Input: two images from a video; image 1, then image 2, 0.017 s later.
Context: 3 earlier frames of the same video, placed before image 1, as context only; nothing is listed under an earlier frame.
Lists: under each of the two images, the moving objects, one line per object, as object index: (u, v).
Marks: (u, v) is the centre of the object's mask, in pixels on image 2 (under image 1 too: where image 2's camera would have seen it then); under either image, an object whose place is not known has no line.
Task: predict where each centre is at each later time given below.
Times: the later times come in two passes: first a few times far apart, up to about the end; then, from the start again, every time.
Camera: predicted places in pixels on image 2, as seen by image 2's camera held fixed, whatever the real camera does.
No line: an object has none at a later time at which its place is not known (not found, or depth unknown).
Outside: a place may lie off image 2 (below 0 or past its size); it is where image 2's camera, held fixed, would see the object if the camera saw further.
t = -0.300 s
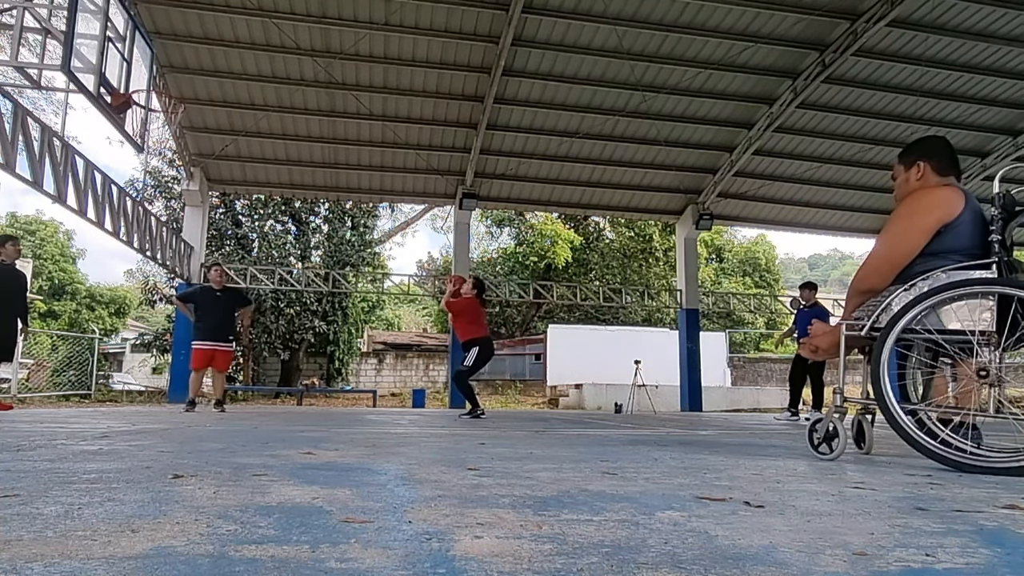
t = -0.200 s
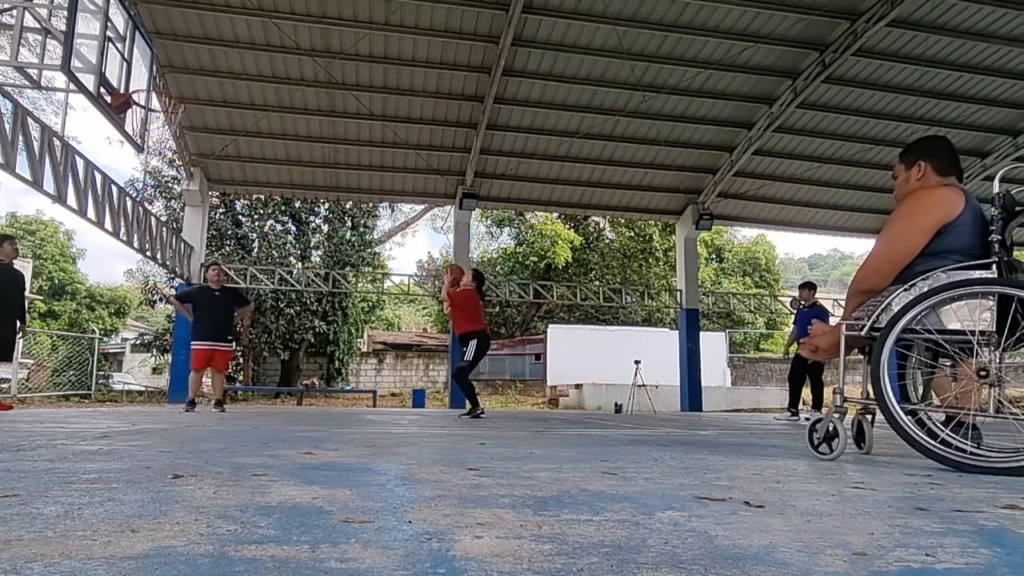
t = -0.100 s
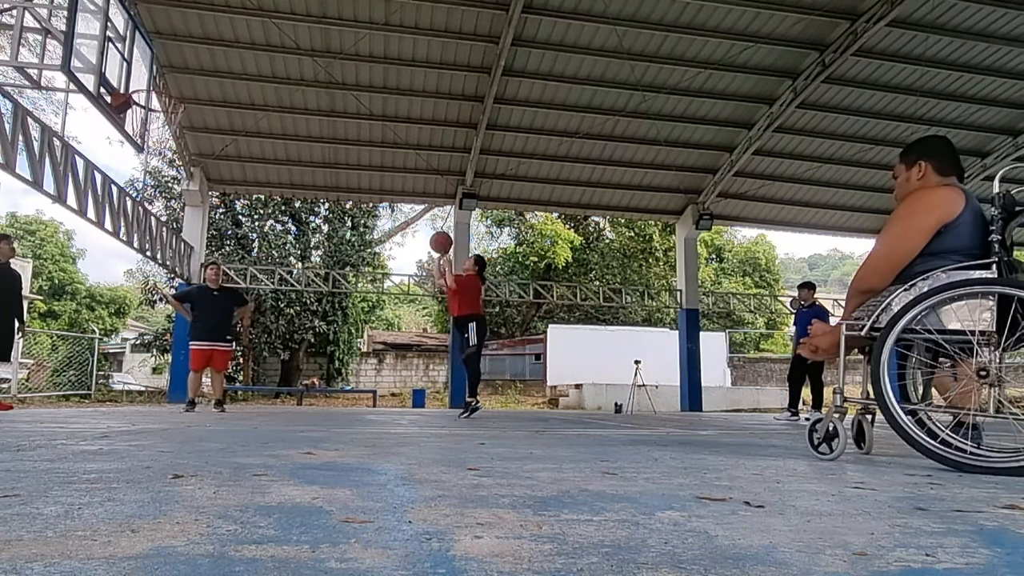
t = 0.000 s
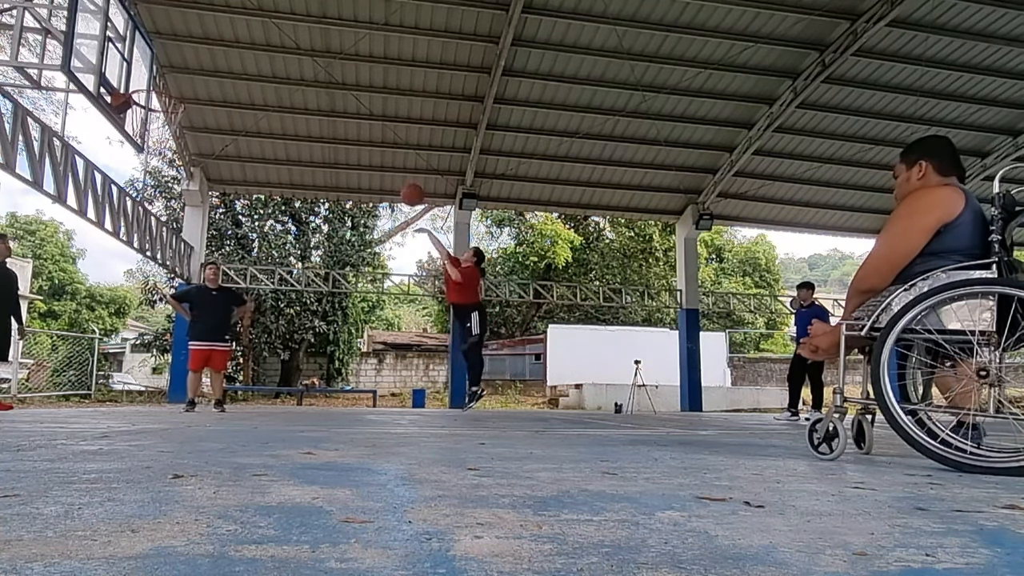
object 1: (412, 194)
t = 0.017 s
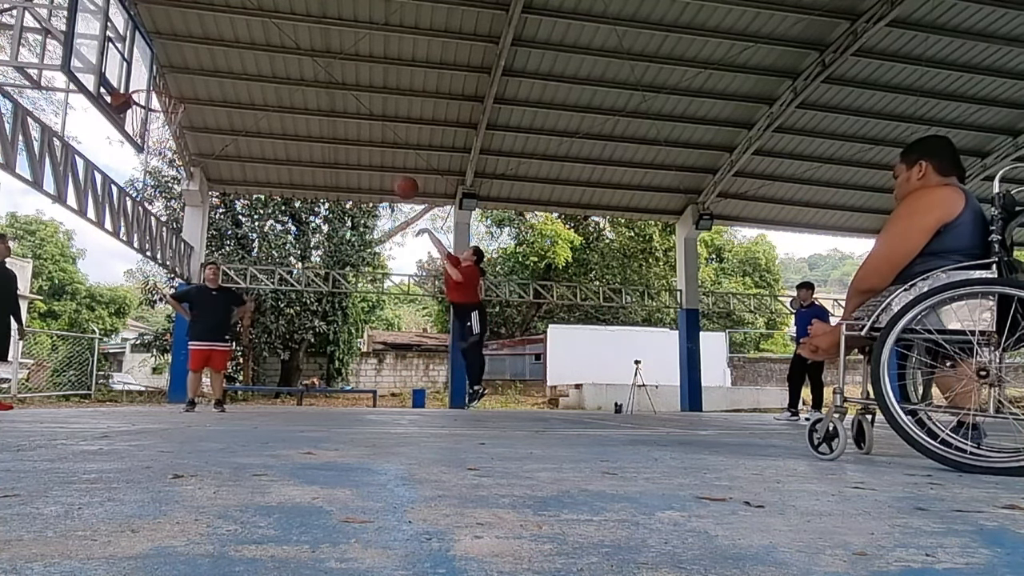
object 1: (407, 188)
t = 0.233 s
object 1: (333, 117)
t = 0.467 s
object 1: (250, 87)
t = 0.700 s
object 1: (178, 92)
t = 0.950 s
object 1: (151, 98)
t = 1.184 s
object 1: (158, 117)
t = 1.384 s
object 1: (162, 140)
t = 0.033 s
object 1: (401, 181)
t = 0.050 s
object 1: (395, 174)
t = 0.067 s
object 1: (390, 168)
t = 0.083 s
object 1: (384, 161)
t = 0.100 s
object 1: (378, 155)
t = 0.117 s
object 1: (373, 150)
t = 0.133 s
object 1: (367, 144)
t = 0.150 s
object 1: (361, 139)
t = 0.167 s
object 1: (356, 133)
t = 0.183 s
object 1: (350, 129)
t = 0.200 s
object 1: (345, 125)
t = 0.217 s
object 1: (339, 120)
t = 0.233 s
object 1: (333, 117)
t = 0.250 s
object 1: (327, 114)
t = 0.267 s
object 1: (321, 109)
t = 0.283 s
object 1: (316, 106)
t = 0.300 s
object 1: (311, 103)
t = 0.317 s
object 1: (304, 101)
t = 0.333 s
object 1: (298, 98)
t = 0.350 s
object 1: (292, 96)
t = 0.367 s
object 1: (286, 94)
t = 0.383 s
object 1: (280, 92)
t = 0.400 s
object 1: (274, 91)
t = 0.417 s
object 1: (268, 89)
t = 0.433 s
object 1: (263, 88)
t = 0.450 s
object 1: (256, 88)
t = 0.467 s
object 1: (250, 87)
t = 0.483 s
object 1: (244, 86)
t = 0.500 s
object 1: (238, 87)
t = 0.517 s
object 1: (232, 86)
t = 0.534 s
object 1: (226, 87)
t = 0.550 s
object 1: (219, 88)
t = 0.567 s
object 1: (213, 89)
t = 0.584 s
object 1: (207, 90)
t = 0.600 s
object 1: (201, 91)
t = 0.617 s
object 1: (193, 93)
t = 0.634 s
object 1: (187, 95)
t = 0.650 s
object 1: (185, 94)
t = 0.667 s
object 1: (182, 93)
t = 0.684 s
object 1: (180, 92)
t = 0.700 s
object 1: (178, 92)
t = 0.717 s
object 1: (176, 91)
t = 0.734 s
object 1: (174, 91)
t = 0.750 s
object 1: (171, 91)
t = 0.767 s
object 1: (170, 92)
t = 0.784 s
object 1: (167, 93)
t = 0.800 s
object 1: (165, 93)
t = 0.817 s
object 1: (162, 94)
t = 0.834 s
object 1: (159, 95)
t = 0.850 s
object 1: (157, 98)
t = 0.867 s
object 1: (154, 99)
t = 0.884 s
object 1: (152, 100)
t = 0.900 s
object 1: (152, 100)
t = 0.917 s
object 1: (152, 99)
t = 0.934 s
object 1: (151, 99)
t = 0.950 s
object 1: (151, 98)
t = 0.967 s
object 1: (151, 98)
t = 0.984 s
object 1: (151, 99)
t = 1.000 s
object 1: (151, 99)
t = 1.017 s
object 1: (151, 99)
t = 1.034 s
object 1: (151, 100)
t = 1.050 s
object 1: (152, 101)
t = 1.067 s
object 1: (153, 103)
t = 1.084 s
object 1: (154, 105)
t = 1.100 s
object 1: (155, 107)
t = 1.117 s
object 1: (156, 109)
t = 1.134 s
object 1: (157, 112)
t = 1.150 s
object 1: (157, 114)
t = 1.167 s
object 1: (158, 116)
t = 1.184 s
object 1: (158, 117)
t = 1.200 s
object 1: (159, 118)
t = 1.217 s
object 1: (159, 119)
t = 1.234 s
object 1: (159, 120)
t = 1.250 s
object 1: (159, 122)
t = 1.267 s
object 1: (159, 125)
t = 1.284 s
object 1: (159, 126)
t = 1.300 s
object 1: (159, 129)
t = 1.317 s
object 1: (160, 131)
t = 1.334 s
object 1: (161, 133)
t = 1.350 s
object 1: (161, 135)
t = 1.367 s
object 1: (161, 137)
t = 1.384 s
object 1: (162, 140)
